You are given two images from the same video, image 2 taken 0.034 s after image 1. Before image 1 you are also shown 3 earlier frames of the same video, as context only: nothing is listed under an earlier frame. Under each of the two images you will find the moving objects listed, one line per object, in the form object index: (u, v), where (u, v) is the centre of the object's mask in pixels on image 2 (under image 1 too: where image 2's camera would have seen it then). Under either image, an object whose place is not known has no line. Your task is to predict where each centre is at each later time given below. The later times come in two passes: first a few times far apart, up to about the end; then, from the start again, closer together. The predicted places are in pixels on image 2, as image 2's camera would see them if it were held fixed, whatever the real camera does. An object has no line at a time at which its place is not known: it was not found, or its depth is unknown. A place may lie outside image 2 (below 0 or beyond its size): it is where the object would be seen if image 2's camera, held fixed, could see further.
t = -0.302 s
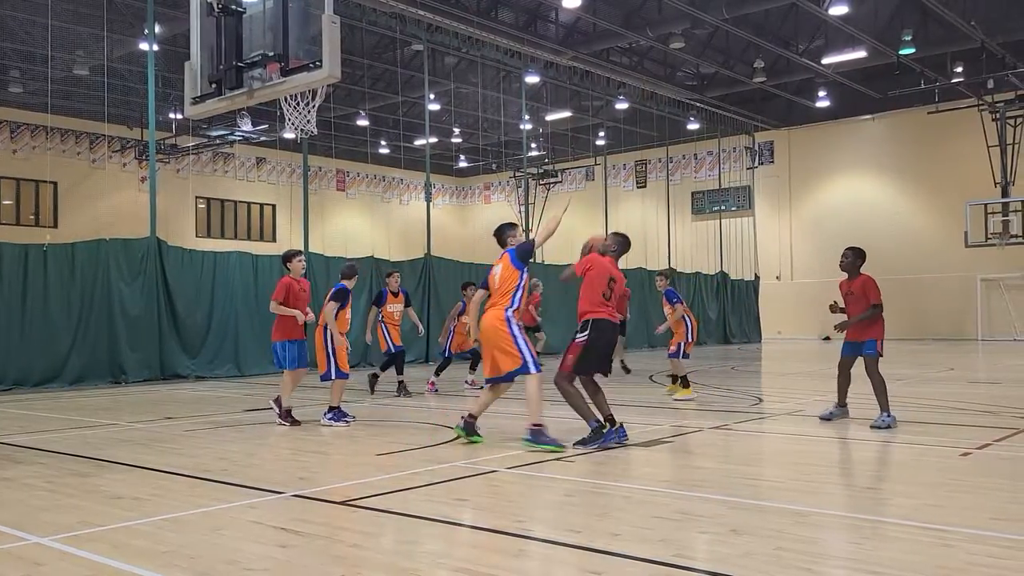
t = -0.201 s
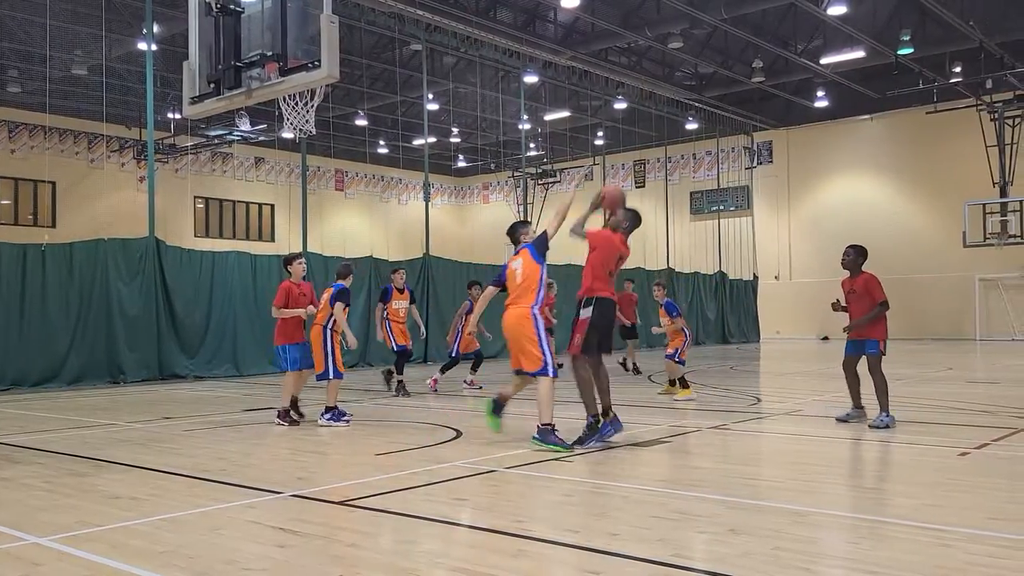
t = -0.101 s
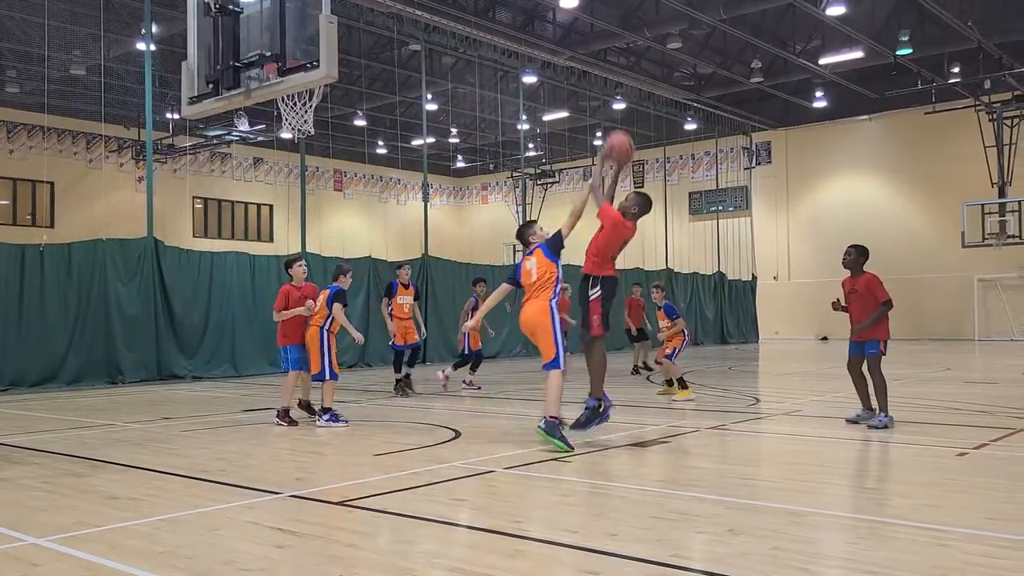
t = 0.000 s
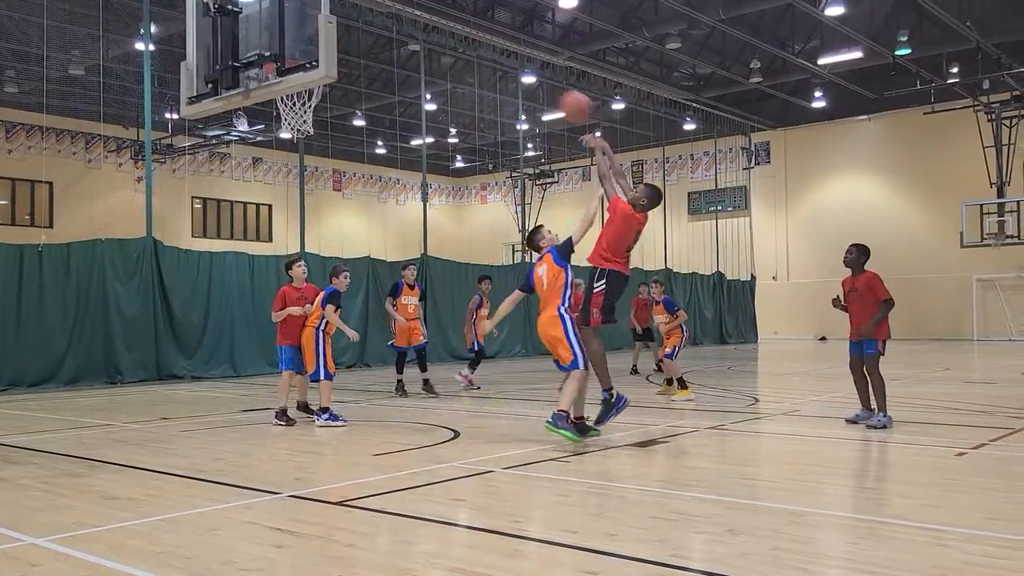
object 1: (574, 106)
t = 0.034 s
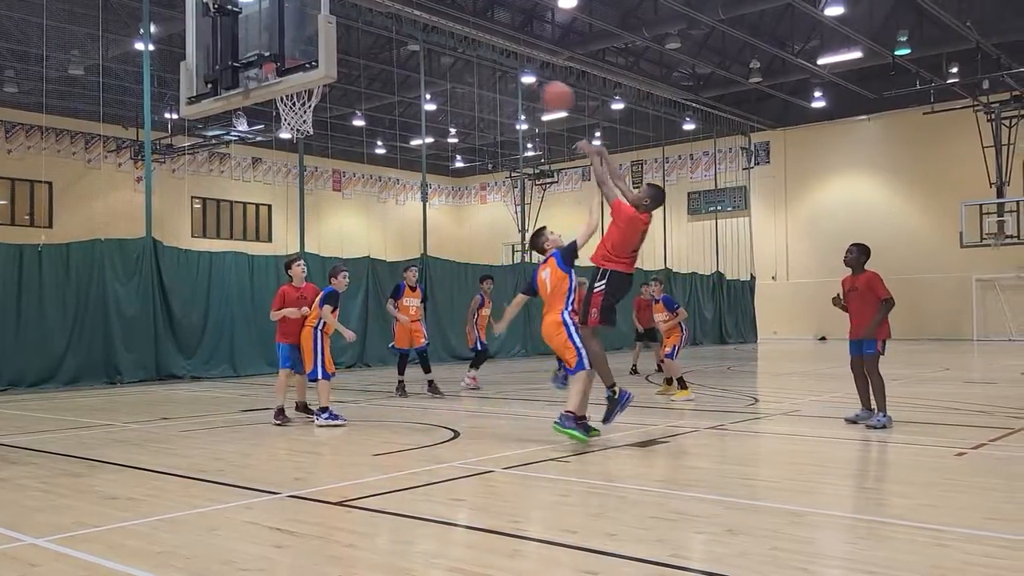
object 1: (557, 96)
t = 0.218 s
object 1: (465, 70)
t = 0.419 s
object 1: (372, 86)
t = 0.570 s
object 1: (312, 128)
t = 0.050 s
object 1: (549, 93)
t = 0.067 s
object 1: (541, 89)
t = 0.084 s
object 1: (532, 85)
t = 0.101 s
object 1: (524, 82)
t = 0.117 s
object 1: (513, 79)
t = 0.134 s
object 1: (506, 76)
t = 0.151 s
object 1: (497, 74)
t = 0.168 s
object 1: (490, 73)
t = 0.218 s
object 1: (465, 70)
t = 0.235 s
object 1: (457, 69)
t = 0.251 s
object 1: (449, 69)
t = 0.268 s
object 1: (441, 69)
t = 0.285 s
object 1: (434, 69)
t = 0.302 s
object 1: (426, 70)
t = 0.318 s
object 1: (418, 72)
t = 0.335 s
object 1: (410, 73)
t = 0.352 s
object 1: (402, 75)
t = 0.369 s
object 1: (395, 78)
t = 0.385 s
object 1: (387, 80)
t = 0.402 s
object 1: (379, 83)
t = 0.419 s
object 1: (372, 86)
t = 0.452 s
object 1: (358, 93)
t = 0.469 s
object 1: (350, 97)
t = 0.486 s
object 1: (343, 101)
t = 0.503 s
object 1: (336, 105)
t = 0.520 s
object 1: (328, 111)
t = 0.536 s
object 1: (324, 116)
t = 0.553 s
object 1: (319, 121)
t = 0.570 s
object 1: (312, 128)
